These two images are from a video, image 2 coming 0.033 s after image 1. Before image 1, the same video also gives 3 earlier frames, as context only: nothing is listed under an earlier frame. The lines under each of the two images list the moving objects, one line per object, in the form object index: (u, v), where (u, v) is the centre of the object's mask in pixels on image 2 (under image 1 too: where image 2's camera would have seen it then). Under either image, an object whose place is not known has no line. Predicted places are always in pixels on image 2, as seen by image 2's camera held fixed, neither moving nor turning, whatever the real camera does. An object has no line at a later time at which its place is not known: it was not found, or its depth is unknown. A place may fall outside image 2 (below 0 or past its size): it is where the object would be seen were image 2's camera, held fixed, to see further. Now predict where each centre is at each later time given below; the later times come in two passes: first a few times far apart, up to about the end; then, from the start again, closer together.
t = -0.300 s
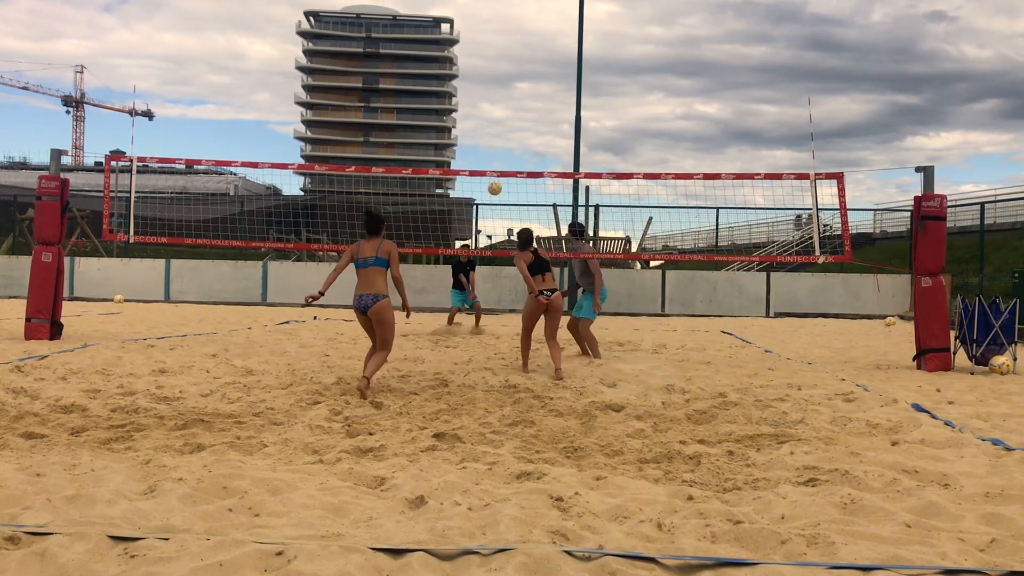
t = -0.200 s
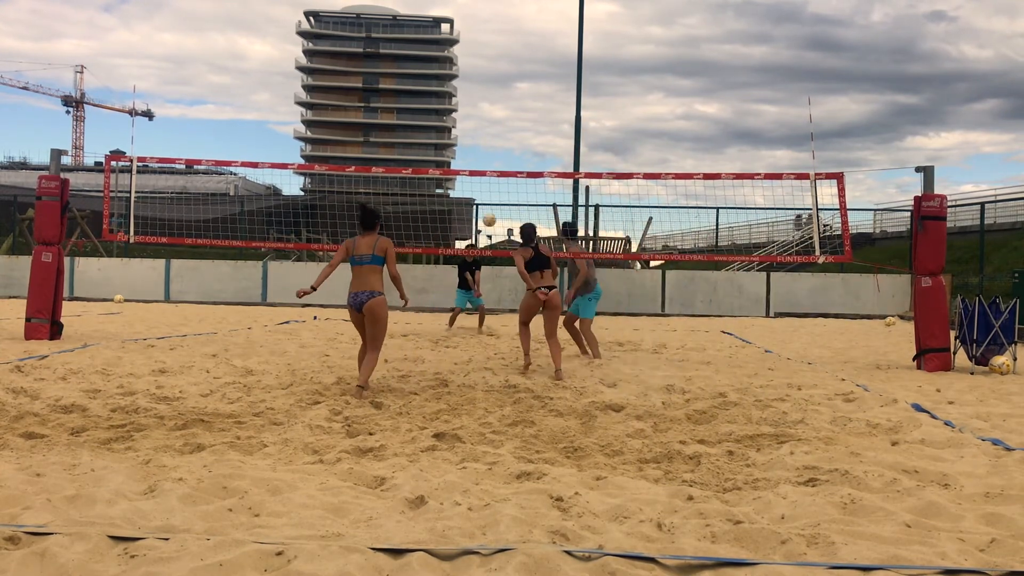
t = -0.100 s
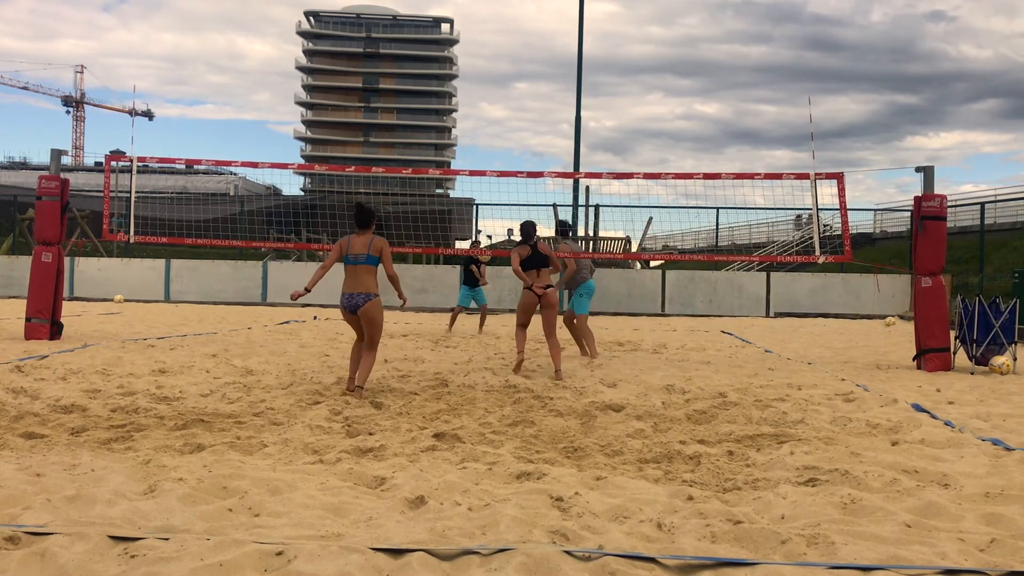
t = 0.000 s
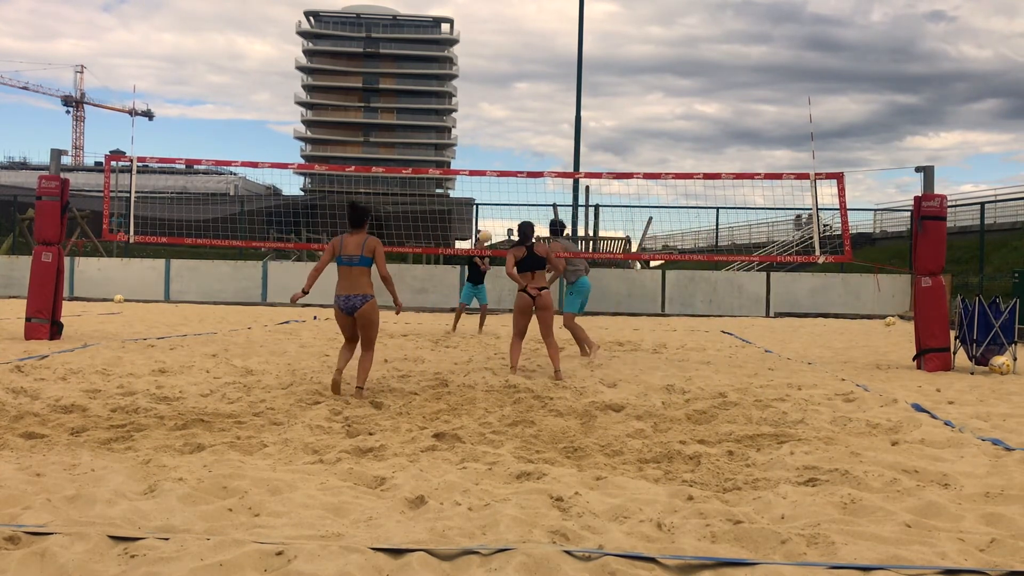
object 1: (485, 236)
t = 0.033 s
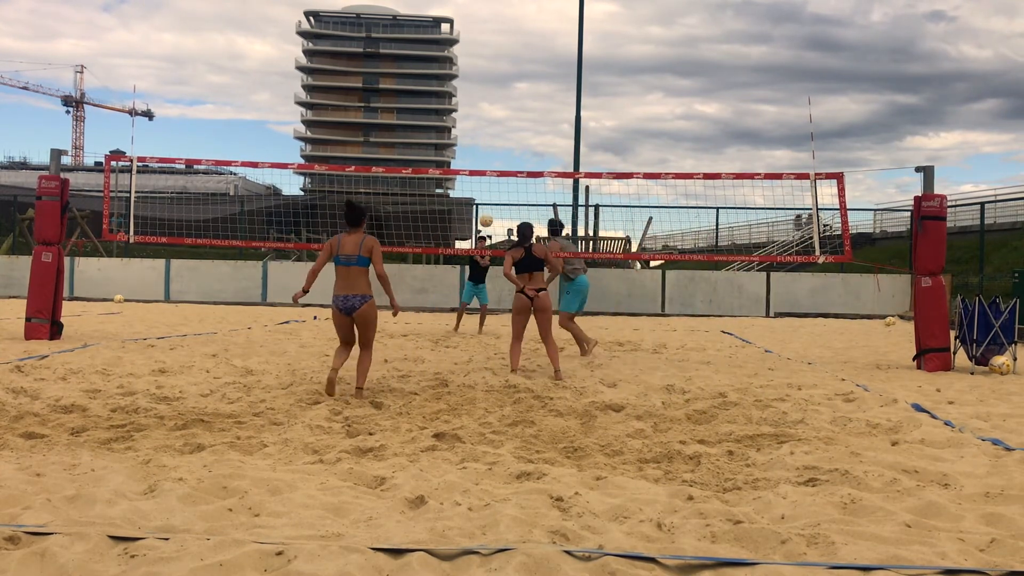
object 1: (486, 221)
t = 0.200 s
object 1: (490, 152)
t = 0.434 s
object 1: (495, 81)
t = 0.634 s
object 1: (499, 42)
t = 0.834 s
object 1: (503, 30)
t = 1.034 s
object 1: (507, 44)
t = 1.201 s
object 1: (509, 79)
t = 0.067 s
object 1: (487, 206)
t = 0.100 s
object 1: (488, 192)
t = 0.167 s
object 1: (489, 165)
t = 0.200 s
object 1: (490, 152)
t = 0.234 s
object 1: (490, 140)
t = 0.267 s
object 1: (491, 129)
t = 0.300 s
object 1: (492, 118)
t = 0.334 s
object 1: (493, 107)
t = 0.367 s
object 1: (493, 98)
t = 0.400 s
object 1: (494, 90)
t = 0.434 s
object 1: (495, 81)
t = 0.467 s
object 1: (495, 73)
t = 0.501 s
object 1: (496, 65)
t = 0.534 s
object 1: (497, 58)
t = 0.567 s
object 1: (497, 52)
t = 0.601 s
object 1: (498, 47)
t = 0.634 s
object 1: (499, 42)
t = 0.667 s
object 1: (500, 39)
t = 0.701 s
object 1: (500, 36)
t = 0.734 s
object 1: (501, 33)
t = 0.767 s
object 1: (502, 31)
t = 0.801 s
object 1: (502, 30)
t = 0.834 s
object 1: (503, 30)
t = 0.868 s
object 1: (504, 30)
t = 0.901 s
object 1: (504, 31)
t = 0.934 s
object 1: (505, 33)
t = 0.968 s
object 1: (506, 36)
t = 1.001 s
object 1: (506, 39)
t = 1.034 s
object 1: (507, 44)
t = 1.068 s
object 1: (507, 49)
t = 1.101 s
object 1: (508, 55)
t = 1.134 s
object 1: (508, 62)
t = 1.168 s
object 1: (509, 70)
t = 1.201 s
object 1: (509, 79)
